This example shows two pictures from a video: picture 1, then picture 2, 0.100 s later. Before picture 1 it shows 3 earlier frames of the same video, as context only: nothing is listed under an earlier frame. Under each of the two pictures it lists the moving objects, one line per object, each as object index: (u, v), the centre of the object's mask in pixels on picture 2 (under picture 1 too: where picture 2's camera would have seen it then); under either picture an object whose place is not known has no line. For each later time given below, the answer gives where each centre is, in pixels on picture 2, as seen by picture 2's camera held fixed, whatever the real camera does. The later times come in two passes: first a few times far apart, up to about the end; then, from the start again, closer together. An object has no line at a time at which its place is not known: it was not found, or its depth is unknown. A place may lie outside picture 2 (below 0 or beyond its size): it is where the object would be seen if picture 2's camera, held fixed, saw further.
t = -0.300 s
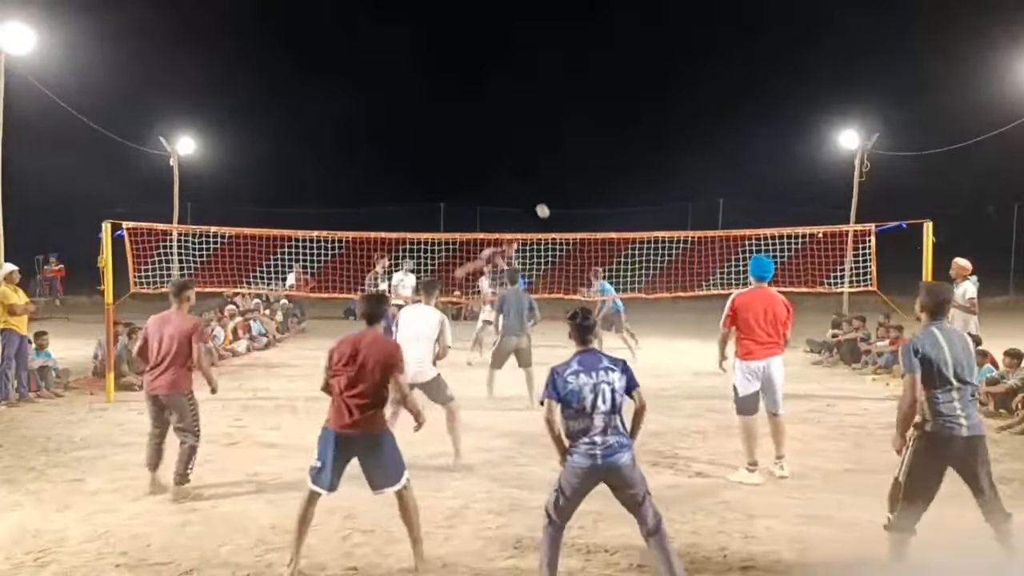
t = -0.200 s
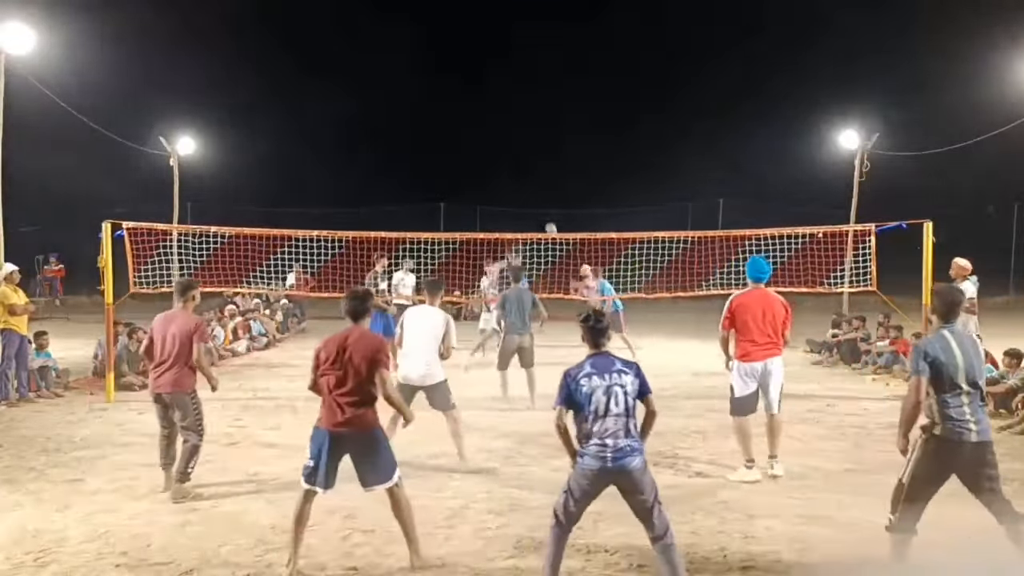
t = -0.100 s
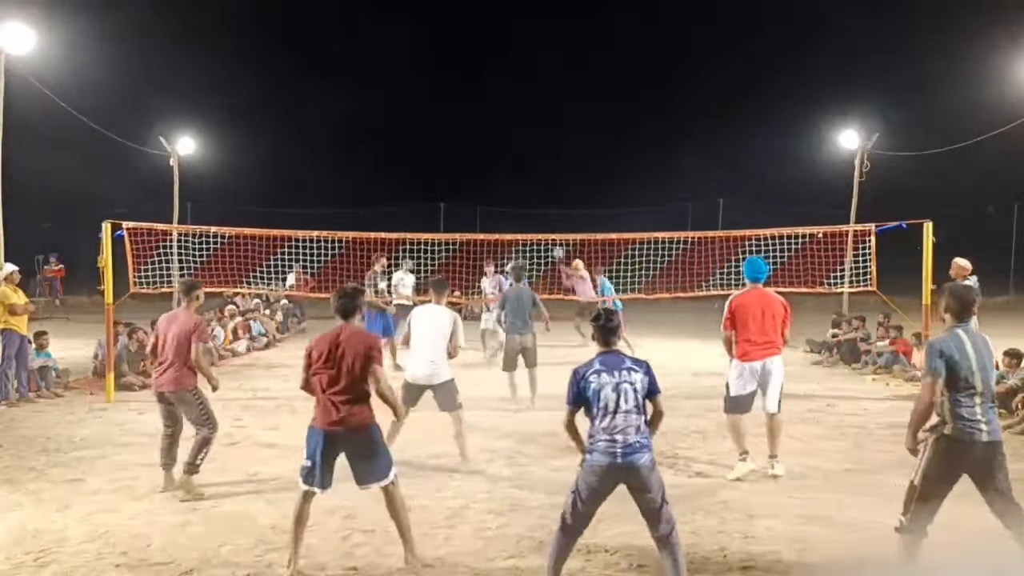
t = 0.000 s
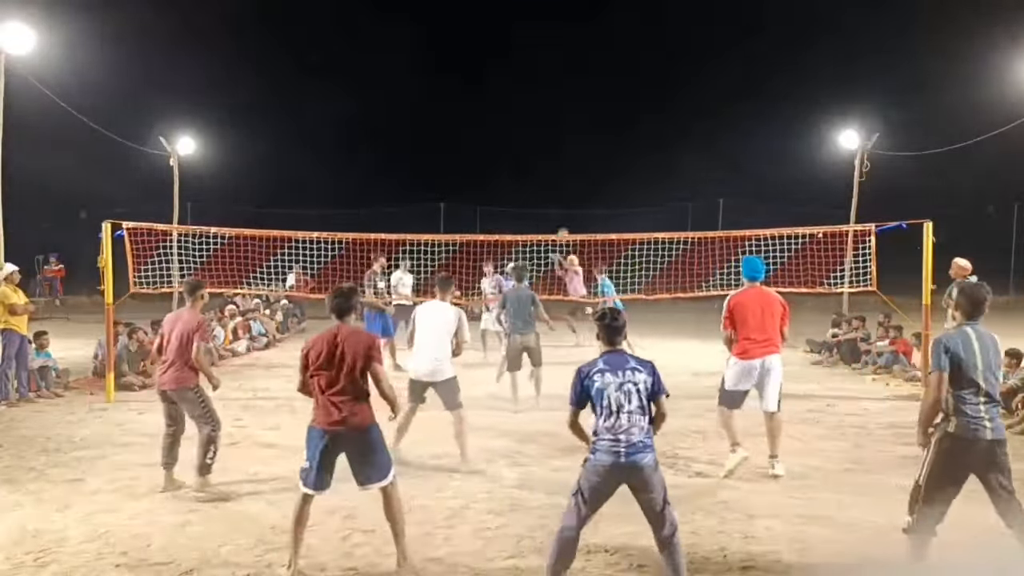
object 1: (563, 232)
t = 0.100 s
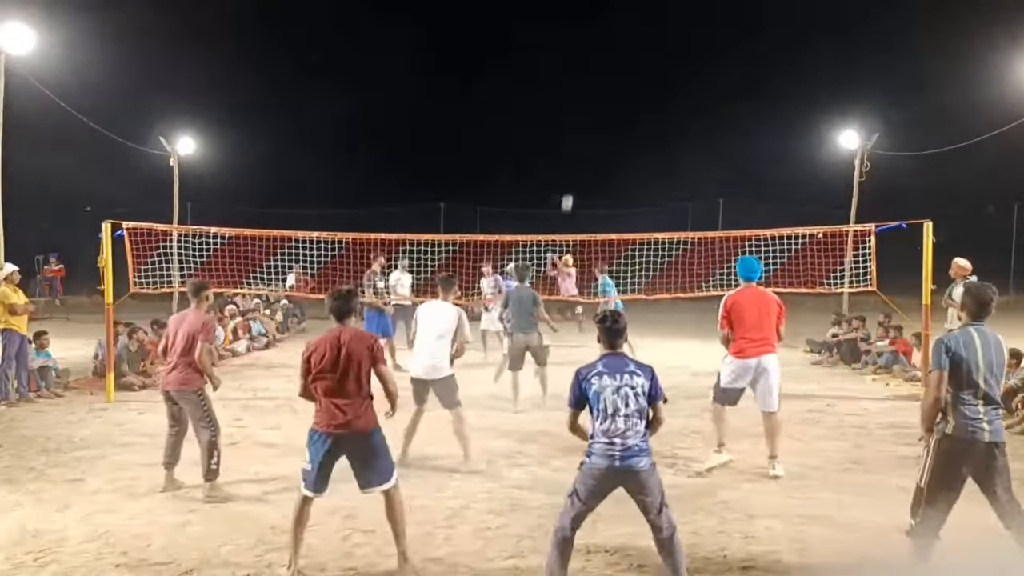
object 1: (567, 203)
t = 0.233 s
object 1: (575, 161)
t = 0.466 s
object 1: (594, 100)
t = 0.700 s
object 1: (624, 62)
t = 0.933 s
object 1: (671, 63)
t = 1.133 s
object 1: (731, 120)
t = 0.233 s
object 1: (575, 161)
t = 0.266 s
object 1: (577, 151)
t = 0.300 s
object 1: (579, 142)
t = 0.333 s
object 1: (582, 132)
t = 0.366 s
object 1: (585, 123)
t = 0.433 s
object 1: (591, 107)
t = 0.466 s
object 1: (594, 100)
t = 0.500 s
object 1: (598, 92)
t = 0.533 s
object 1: (602, 86)
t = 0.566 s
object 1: (606, 80)
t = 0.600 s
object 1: (610, 75)
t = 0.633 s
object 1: (615, 70)
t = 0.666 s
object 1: (619, 65)
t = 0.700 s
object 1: (624, 62)
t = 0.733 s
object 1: (630, 59)
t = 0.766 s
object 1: (636, 57)
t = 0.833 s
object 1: (648, 57)
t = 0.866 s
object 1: (655, 58)
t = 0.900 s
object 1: (663, 60)
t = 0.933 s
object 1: (671, 63)
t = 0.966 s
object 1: (679, 69)
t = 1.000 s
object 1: (688, 75)
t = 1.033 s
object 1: (697, 83)
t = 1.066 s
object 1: (708, 93)
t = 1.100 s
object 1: (719, 106)
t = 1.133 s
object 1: (731, 120)
